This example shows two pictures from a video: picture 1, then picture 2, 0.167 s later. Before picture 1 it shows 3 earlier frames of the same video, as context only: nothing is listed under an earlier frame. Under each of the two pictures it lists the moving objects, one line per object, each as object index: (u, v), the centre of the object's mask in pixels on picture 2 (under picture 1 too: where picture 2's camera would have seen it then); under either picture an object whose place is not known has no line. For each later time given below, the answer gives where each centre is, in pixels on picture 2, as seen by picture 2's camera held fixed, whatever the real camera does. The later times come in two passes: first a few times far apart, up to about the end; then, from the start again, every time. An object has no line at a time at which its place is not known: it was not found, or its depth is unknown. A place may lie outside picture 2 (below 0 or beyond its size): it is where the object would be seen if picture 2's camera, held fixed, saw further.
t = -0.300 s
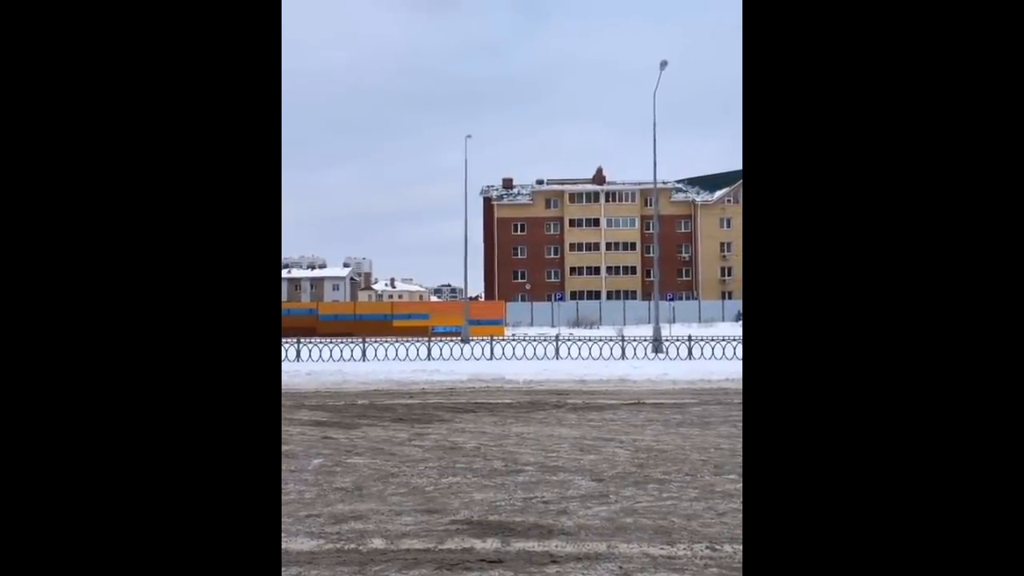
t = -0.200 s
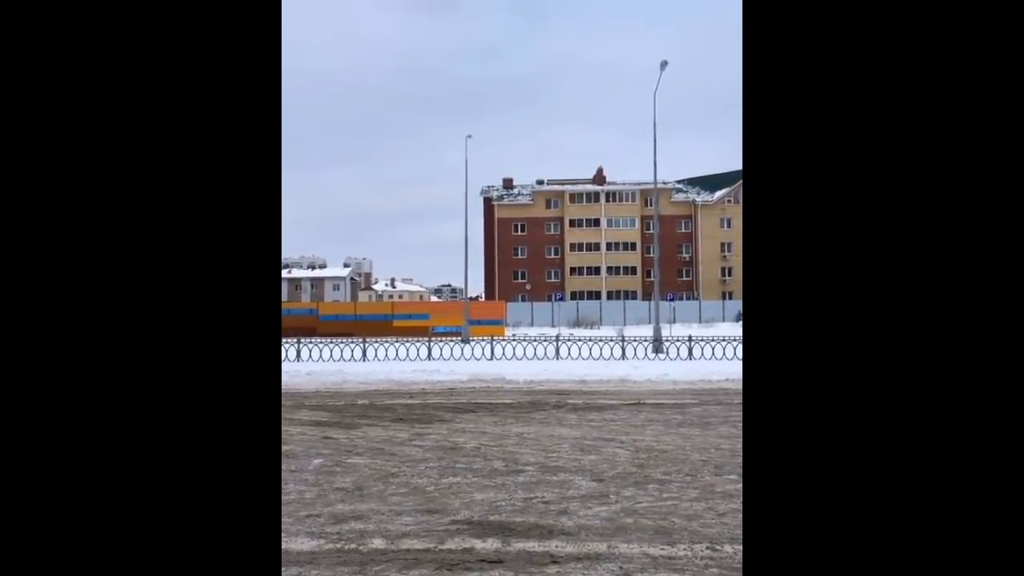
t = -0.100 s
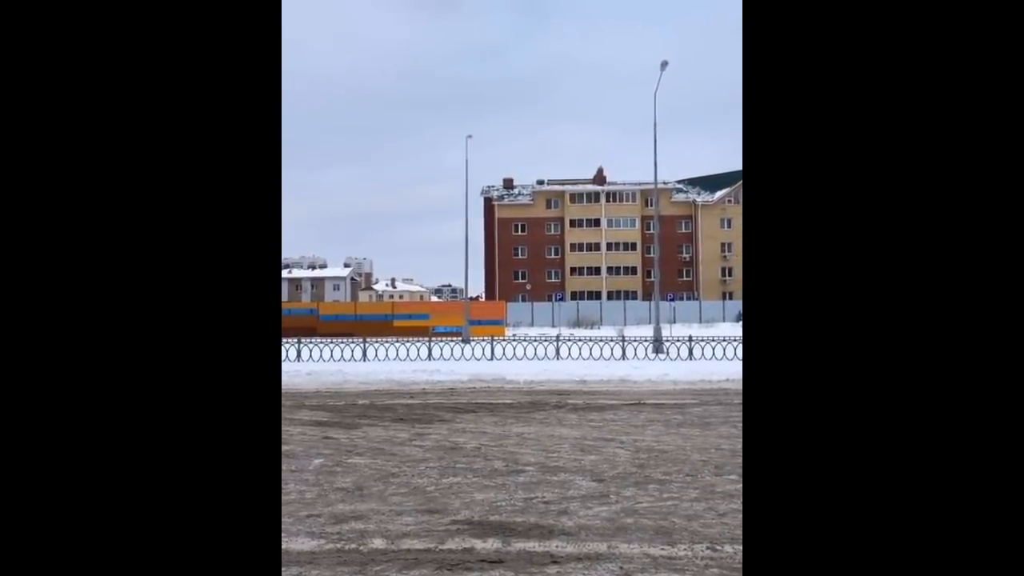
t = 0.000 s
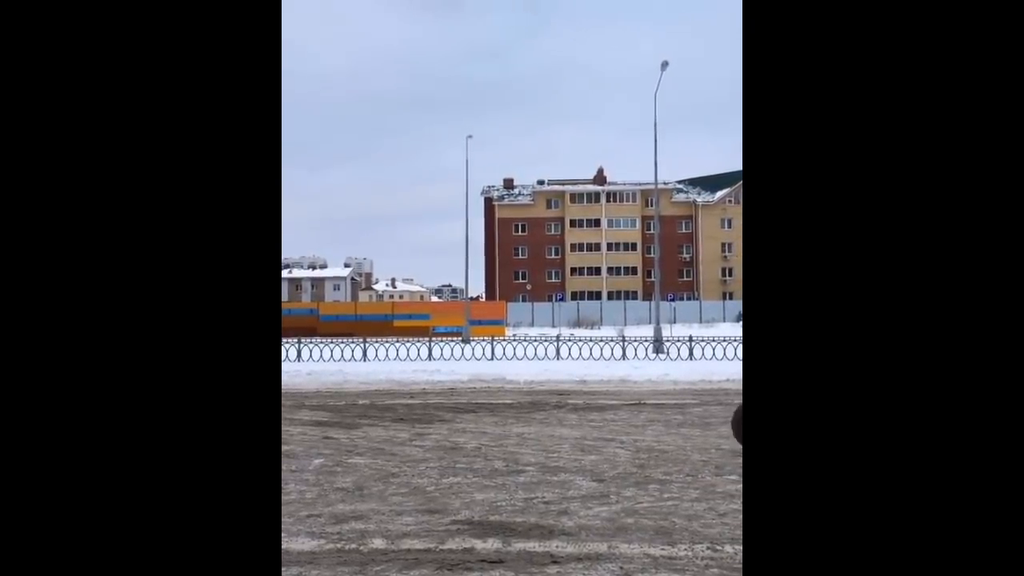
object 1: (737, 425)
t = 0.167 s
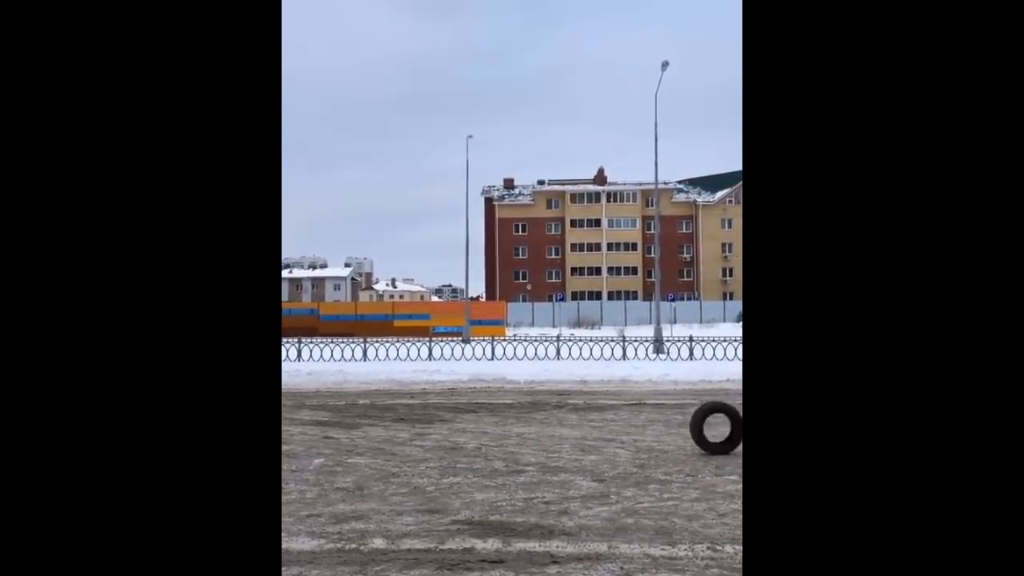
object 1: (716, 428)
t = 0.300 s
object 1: (684, 428)
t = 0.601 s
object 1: (611, 429)
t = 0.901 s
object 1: (541, 430)
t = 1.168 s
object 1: (481, 431)
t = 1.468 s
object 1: (416, 432)
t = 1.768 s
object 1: (353, 433)
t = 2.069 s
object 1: (307, 434)
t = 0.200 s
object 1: (709, 427)
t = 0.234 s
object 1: (700, 428)
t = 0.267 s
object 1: (692, 428)
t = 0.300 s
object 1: (684, 428)
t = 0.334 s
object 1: (676, 428)
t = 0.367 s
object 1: (668, 428)
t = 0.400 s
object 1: (659, 428)
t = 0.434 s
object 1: (651, 429)
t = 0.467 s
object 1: (643, 428)
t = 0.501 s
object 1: (635, 429)
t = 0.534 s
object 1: (627, 429)
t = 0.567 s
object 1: (619, 429)
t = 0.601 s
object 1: (611, 429)
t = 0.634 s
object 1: (604, 429)
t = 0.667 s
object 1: (596, 429)
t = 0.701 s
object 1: (588, 428)
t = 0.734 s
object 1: (580, 429)
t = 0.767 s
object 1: (573, 430)
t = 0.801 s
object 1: (565, 430)
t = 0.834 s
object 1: (557, 430)
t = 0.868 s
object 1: (549, 430)
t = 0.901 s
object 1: (541, 430)
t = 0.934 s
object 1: (534, 430)
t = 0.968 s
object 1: (526, 430)
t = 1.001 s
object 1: (518, 430)
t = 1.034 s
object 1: (511, 431)
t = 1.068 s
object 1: (503, 431)
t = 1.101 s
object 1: (496, 430)
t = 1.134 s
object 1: (488, 431)
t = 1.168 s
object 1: (481, 431)
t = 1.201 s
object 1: (473, 431)
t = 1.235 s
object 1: (466, 431)
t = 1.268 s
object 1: (459, 431)
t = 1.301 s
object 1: (452, 431)
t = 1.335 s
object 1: (444, 431)
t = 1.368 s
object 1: (437, 432)
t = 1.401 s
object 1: (430, 431)
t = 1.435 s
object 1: (423, 432)
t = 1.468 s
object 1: (416, 432)
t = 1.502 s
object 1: (408, 432)
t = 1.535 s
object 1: (401, 433)
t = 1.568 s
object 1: (394, 433)
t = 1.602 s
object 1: (387, 433)
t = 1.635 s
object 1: (380, 432)
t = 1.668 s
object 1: (373, 432)
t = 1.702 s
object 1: (366, 432)
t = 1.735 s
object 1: (359, 433)
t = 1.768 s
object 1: (353, 433)
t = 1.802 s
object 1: (345, 434)
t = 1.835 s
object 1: (339, 434)
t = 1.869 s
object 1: (332, 434)
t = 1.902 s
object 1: (325, 434)
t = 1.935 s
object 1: (318, 434)
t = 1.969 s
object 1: (311, 433)
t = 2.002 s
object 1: (306, 434)
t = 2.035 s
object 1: (302, 434)
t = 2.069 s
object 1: (307, 434)
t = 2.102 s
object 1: (300, 432)
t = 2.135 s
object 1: (294, 433)
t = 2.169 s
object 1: (290, 433)
